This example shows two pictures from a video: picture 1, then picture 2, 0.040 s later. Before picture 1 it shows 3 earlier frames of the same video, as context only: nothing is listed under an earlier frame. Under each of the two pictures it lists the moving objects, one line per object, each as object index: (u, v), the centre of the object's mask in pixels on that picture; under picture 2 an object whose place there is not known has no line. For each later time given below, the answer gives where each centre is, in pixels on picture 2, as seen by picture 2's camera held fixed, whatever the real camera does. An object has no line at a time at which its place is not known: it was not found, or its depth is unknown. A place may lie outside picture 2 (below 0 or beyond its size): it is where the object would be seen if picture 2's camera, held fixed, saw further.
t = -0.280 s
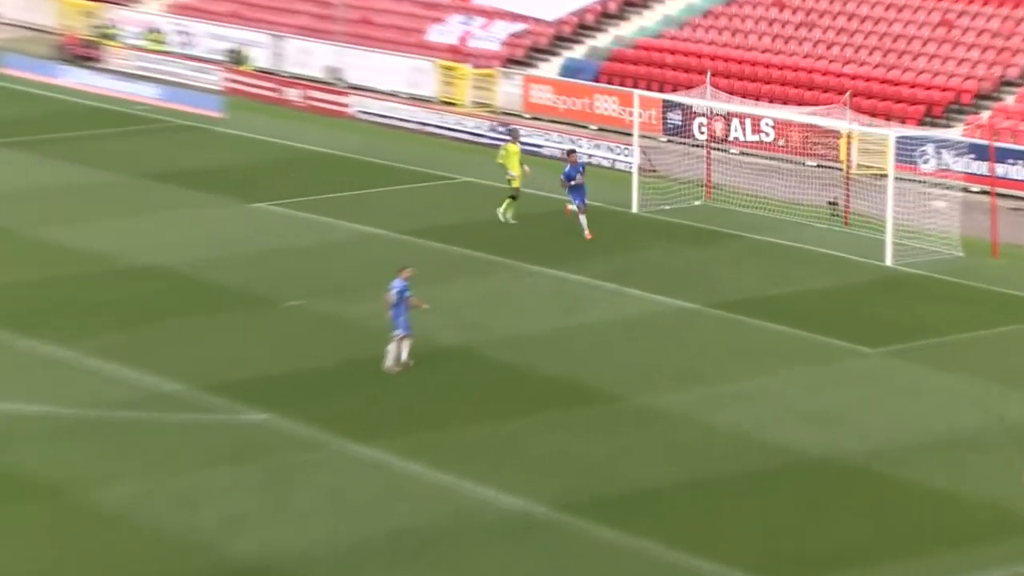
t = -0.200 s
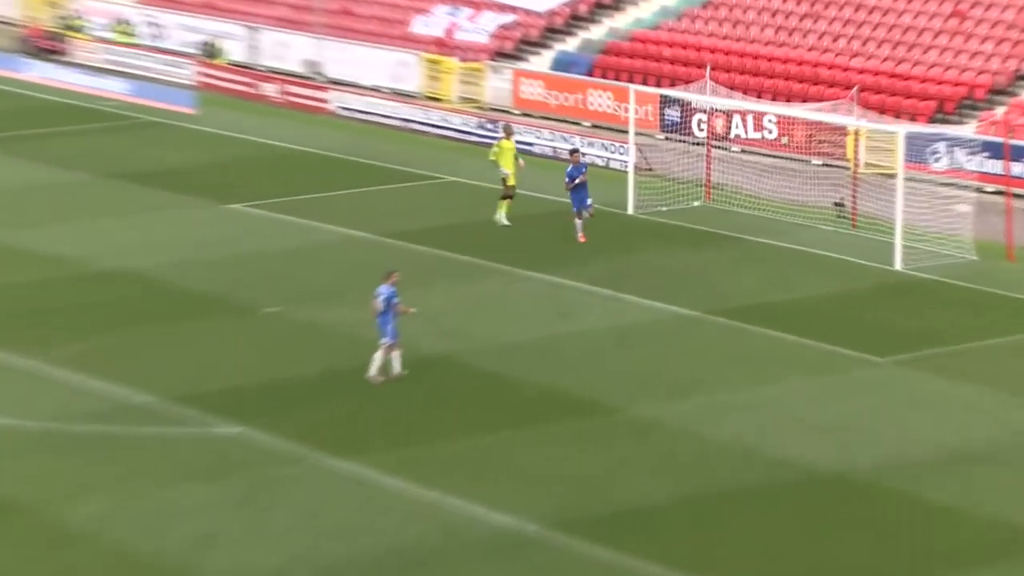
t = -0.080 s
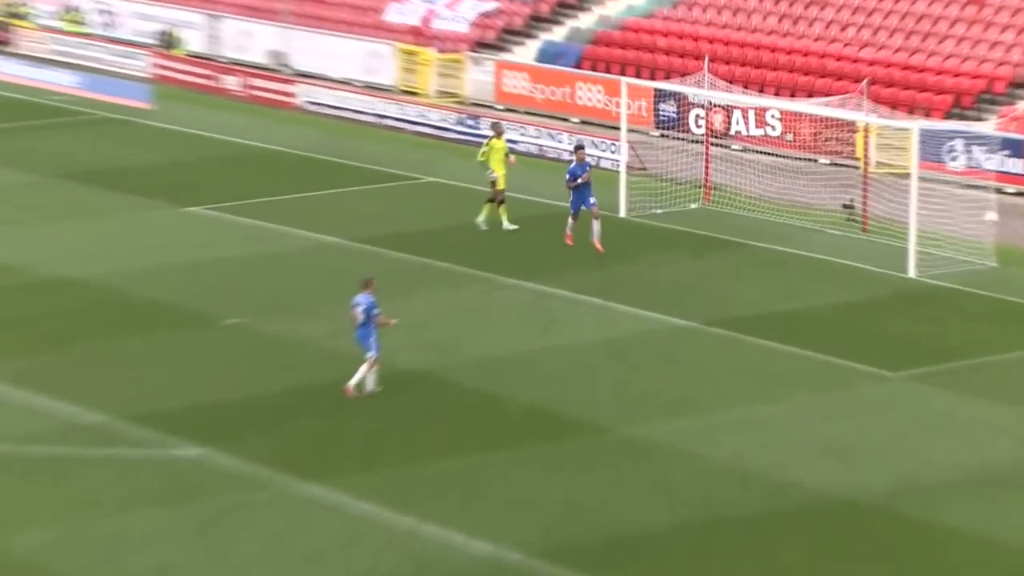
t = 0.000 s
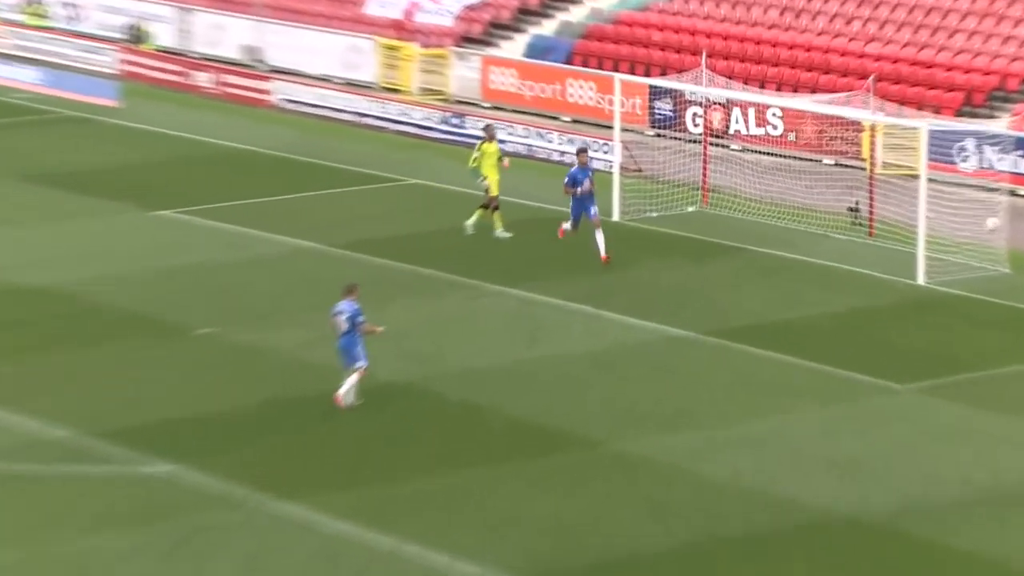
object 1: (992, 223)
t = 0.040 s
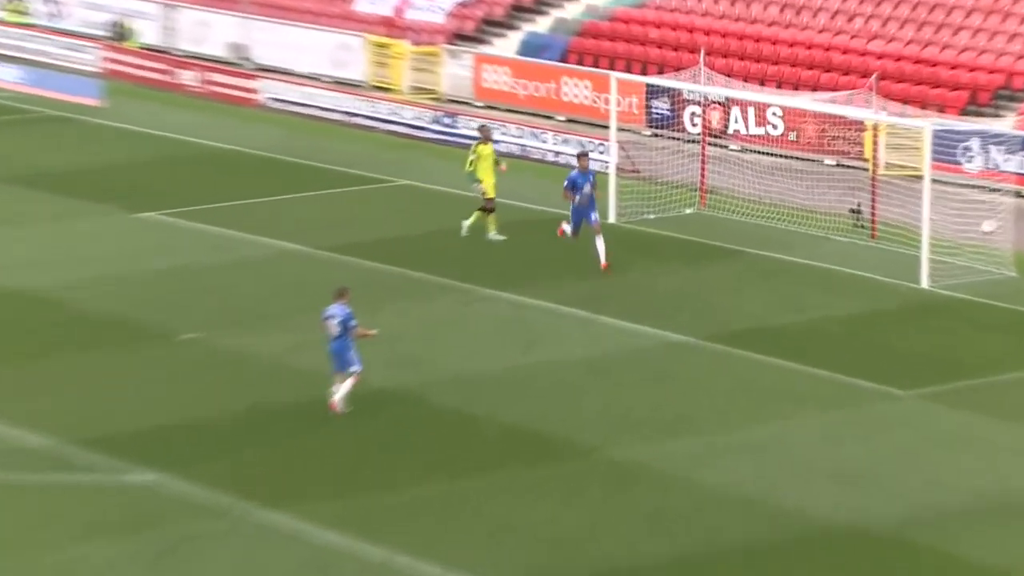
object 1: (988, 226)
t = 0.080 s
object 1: (980, 228)
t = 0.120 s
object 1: (971, 231)
